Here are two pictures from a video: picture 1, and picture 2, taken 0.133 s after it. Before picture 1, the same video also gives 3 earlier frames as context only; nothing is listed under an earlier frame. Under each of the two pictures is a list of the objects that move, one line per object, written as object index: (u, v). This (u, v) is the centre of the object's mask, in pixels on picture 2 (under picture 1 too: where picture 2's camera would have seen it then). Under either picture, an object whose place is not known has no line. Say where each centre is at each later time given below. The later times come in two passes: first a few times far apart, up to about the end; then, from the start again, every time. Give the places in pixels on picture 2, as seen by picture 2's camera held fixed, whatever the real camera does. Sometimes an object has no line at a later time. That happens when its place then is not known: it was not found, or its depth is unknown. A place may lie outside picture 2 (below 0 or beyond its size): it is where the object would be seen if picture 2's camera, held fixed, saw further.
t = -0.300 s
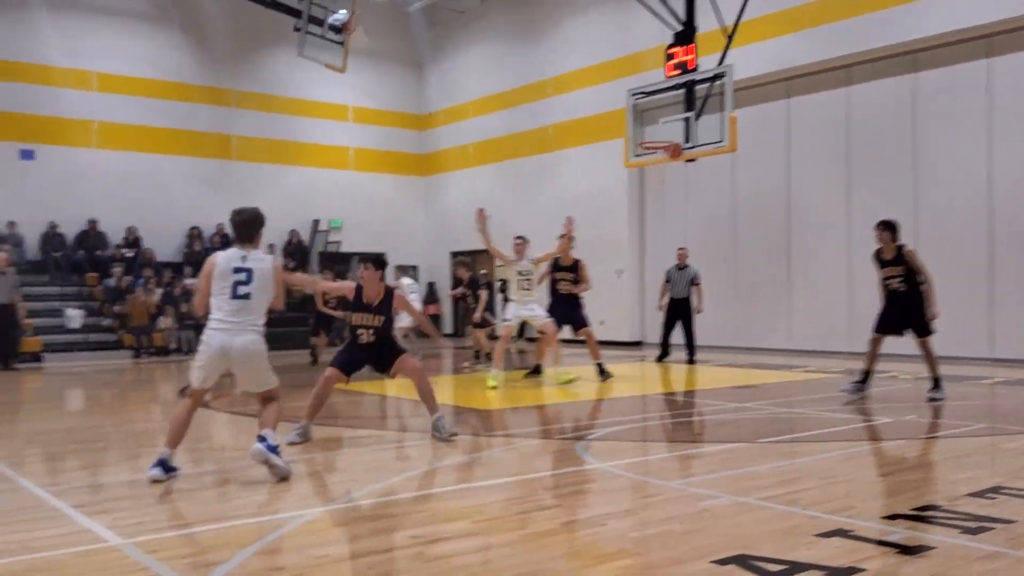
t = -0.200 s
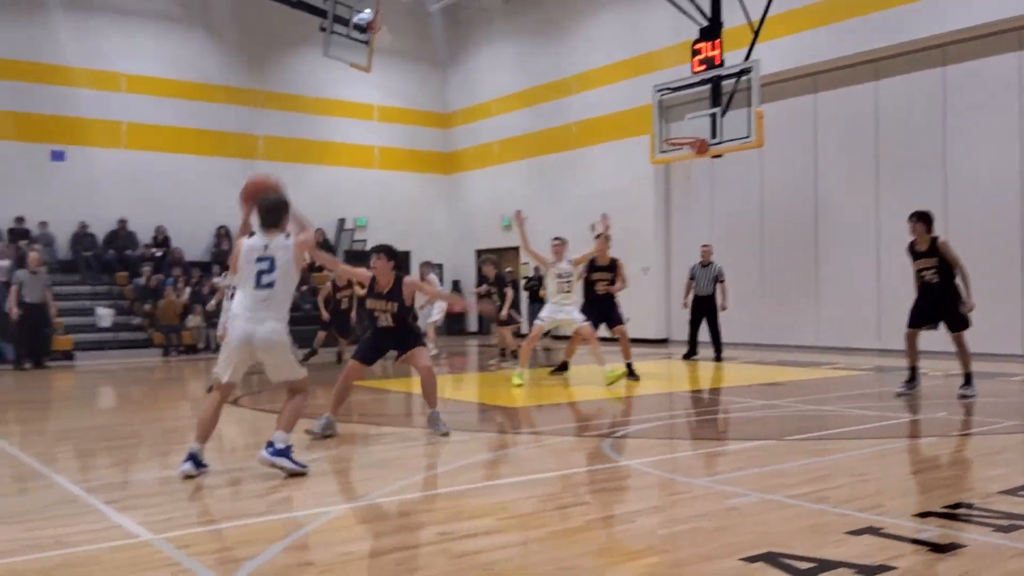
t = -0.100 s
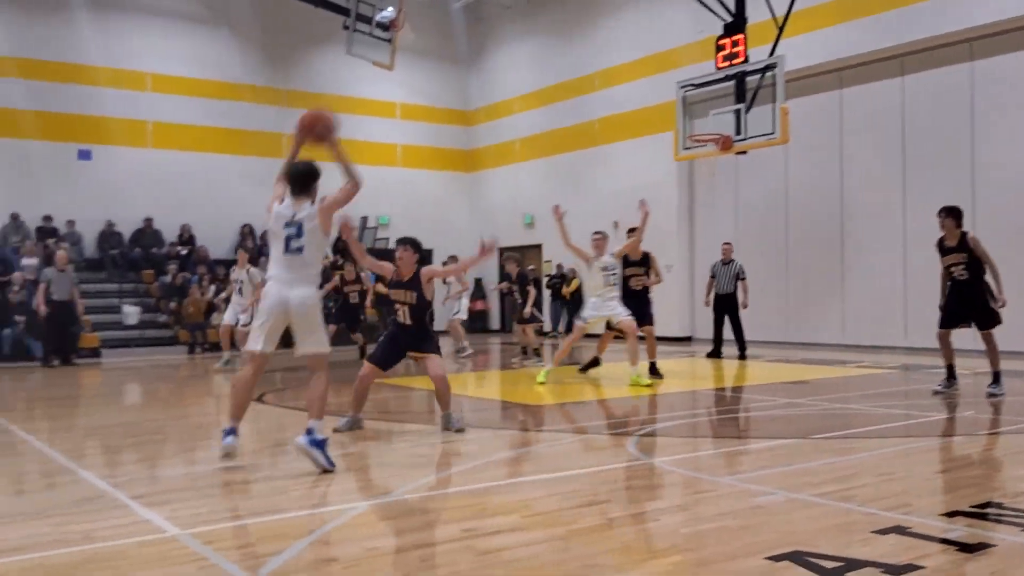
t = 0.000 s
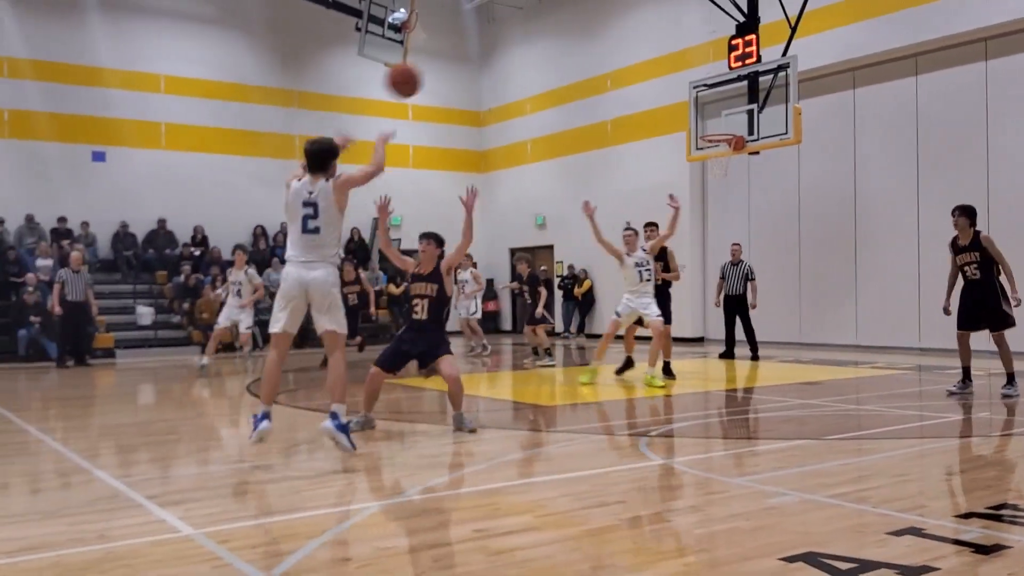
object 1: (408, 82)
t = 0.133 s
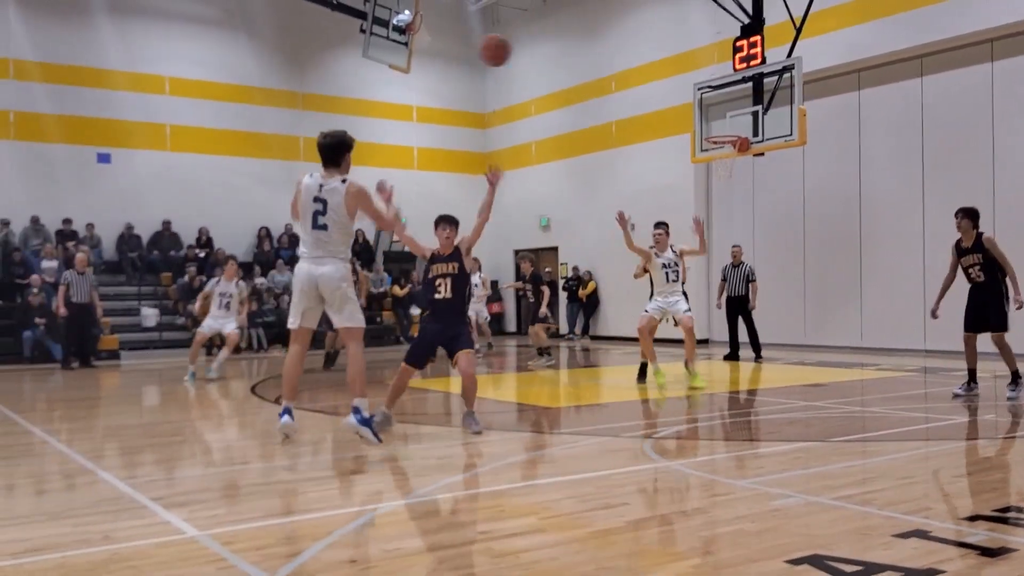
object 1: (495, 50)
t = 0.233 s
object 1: (549, 45)
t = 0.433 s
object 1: (636, 69)
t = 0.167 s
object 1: (513, 46)
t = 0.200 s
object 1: (531, 45)
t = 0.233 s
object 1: (549, 45)
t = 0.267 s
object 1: (565, 47)
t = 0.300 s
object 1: (581, 49)
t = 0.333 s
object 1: (596, 52)
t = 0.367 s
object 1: (610, 57)
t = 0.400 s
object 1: (623, 63)
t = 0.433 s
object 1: (636, 69)
